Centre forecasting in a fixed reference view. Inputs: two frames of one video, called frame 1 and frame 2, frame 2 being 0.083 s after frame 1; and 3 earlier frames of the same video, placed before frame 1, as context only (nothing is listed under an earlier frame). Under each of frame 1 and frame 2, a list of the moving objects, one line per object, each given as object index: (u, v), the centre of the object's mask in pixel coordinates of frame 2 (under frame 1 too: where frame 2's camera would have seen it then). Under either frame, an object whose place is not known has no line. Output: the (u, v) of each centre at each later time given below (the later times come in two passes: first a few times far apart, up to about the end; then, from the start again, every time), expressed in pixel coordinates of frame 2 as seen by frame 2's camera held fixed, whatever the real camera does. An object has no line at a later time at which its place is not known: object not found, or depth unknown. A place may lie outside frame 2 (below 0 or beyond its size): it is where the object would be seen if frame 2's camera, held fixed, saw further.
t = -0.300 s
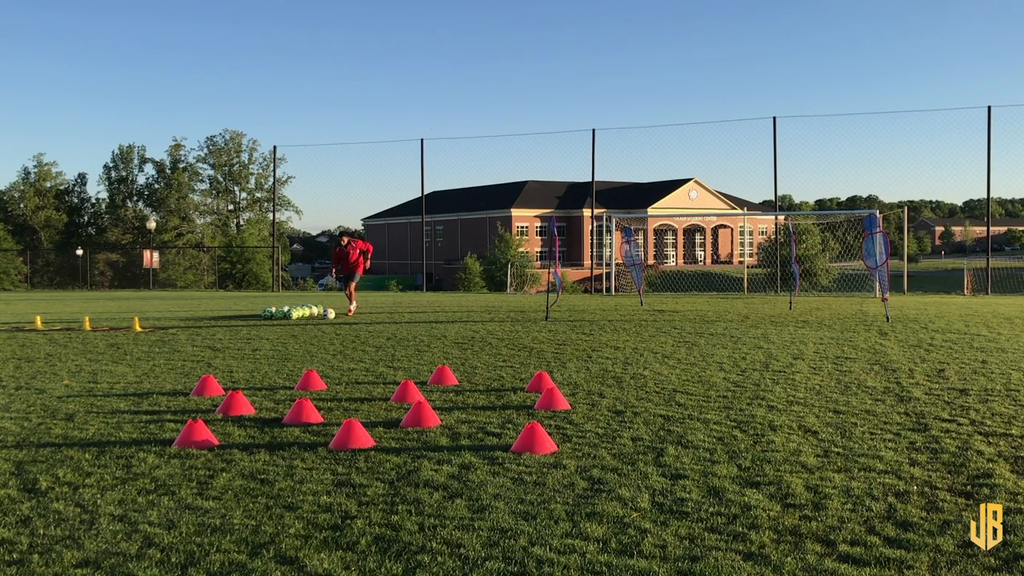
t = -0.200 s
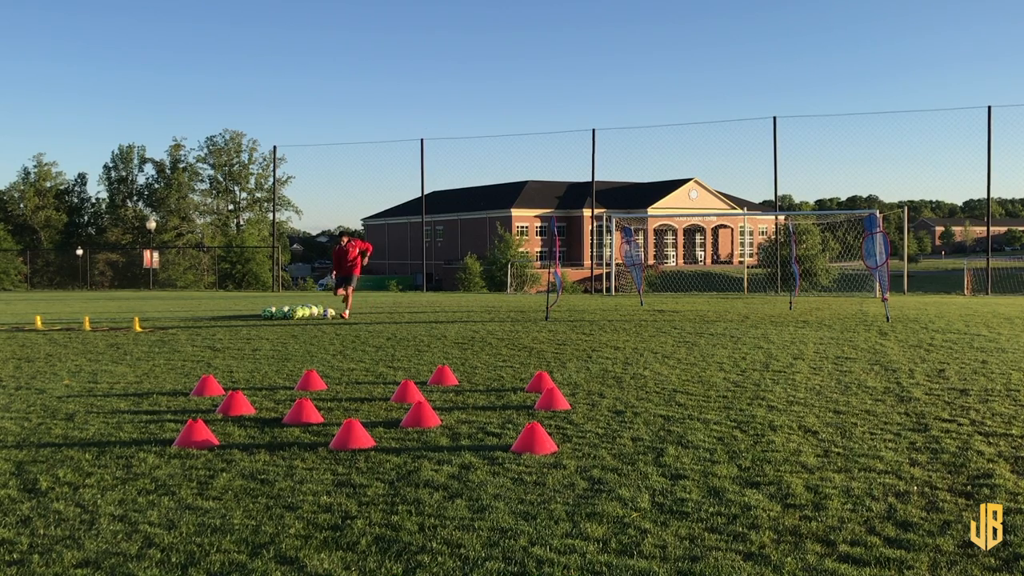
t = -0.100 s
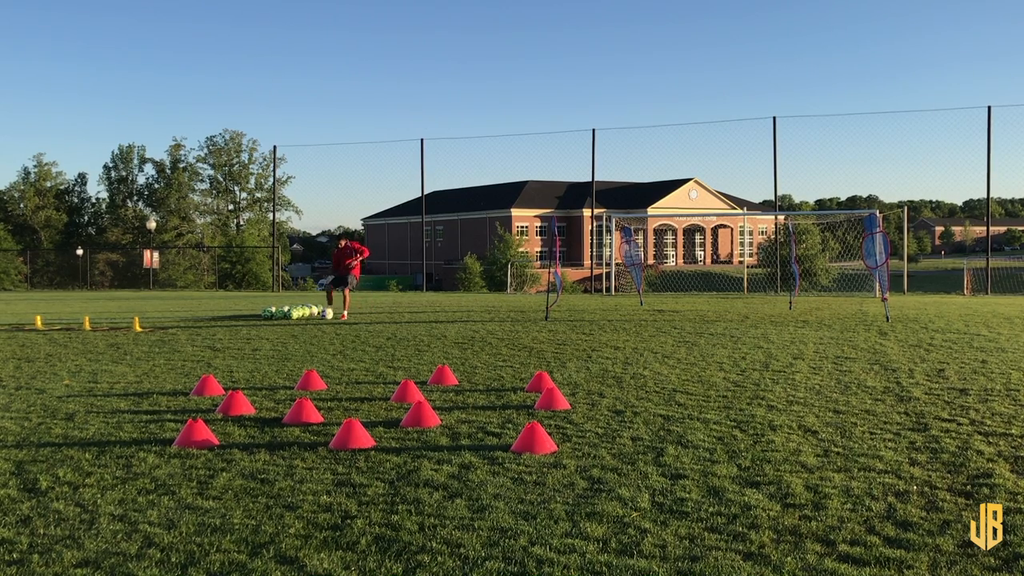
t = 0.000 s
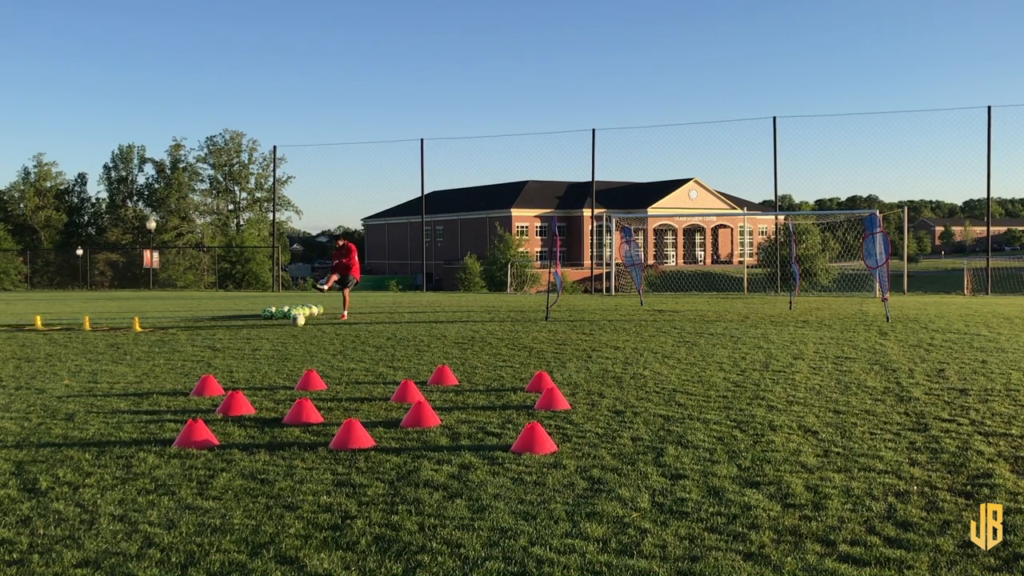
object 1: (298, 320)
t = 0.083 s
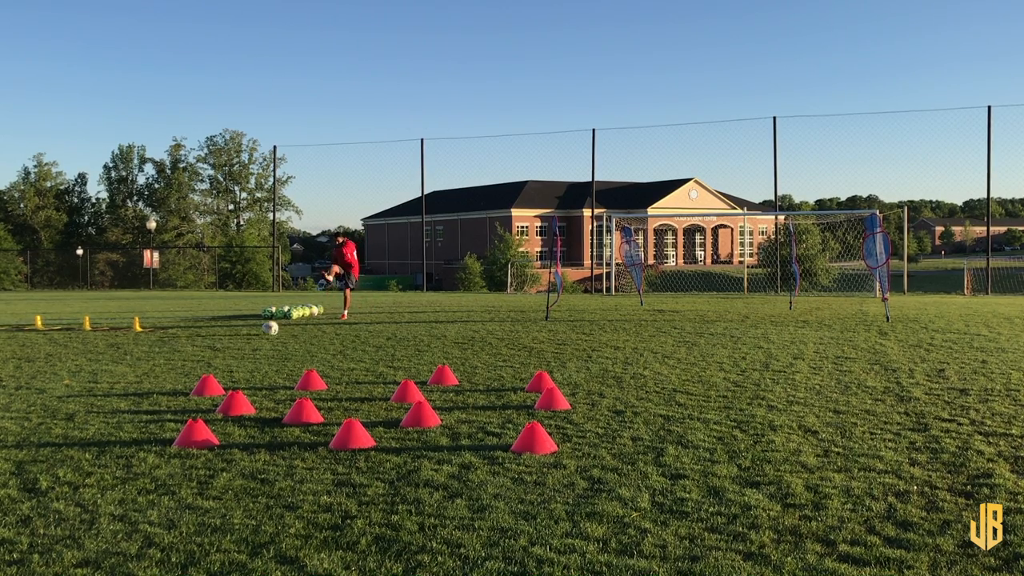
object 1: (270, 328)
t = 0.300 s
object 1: (182, 348)
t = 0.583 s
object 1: (5, 397)
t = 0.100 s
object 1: (264, 329)
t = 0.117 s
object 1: (258, 330)
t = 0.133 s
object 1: (252, 331)
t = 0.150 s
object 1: (246, 332)
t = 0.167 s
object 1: (240, 334)
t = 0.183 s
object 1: (233, 335)
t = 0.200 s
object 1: (226, 338)
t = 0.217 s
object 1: (220, 340)
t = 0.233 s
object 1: (212, 343)
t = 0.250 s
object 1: (205, 345)
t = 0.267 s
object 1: (198, 346)
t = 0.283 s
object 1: (190, 347)
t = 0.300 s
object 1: (182, 348)
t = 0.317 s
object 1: (174, 349)
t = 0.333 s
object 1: (166, 350)
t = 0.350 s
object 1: (158, 353)
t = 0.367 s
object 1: (149, 355)
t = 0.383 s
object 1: (139, 358)
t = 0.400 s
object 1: (130, 361)
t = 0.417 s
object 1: (119, 365)
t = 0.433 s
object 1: (109, 369)
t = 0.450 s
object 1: (98, 373)
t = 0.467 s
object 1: (86, 375)
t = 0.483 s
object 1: (75, 377)
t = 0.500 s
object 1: (63, 379)
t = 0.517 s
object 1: (51, 381)
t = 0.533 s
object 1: (39, 384)
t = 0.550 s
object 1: (24, 388)
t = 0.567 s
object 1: (12, 393)
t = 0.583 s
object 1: (5, 397)
